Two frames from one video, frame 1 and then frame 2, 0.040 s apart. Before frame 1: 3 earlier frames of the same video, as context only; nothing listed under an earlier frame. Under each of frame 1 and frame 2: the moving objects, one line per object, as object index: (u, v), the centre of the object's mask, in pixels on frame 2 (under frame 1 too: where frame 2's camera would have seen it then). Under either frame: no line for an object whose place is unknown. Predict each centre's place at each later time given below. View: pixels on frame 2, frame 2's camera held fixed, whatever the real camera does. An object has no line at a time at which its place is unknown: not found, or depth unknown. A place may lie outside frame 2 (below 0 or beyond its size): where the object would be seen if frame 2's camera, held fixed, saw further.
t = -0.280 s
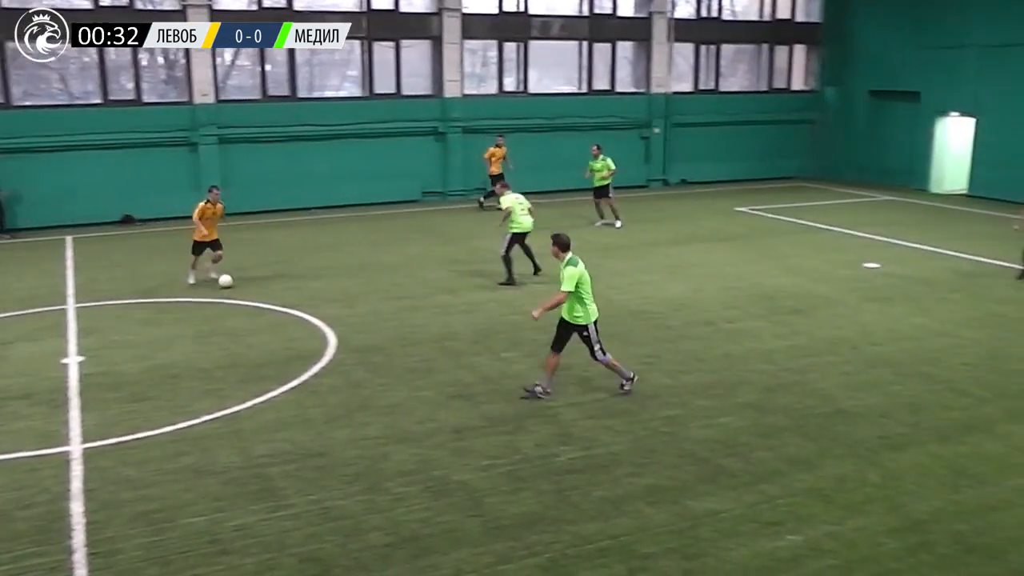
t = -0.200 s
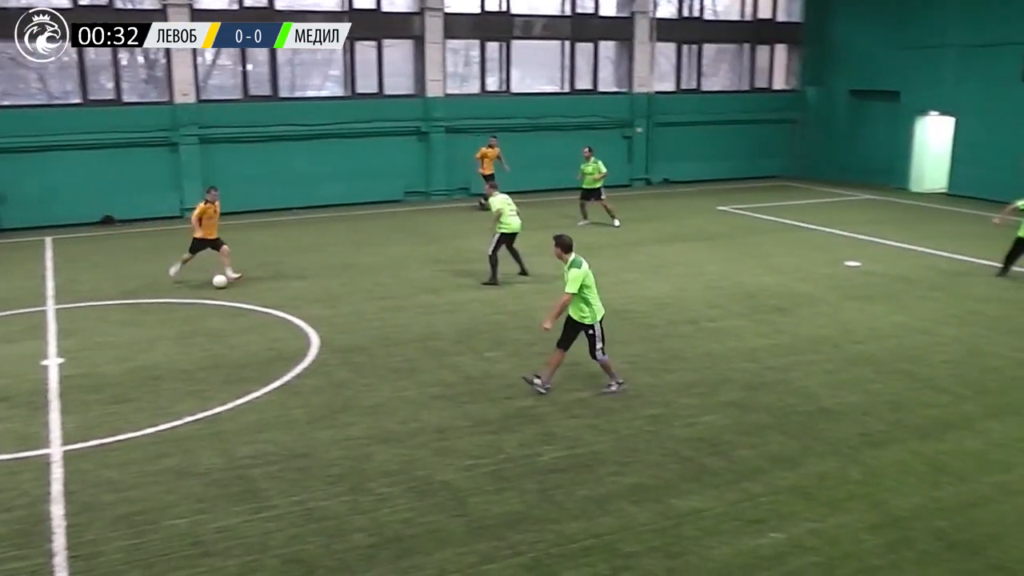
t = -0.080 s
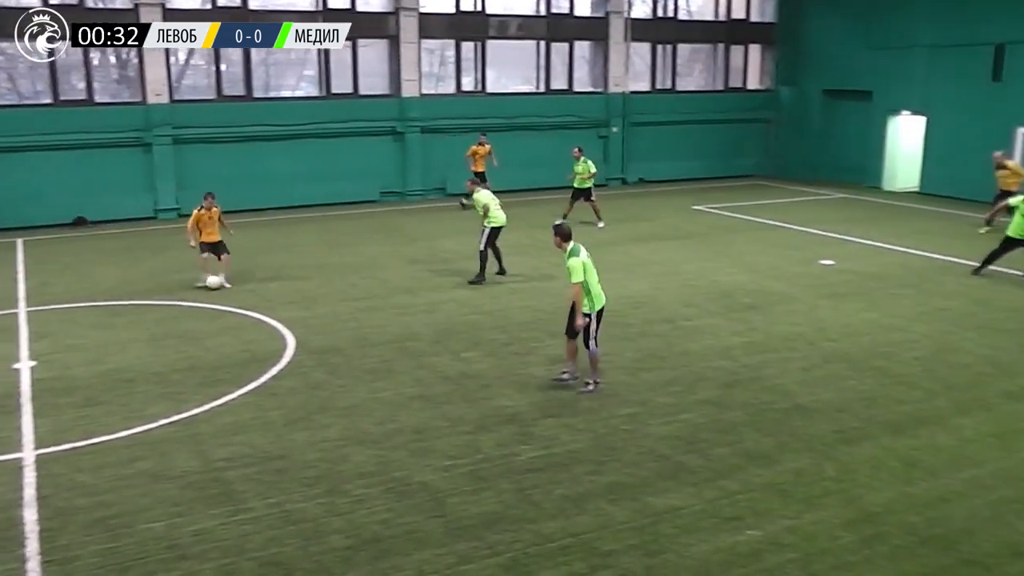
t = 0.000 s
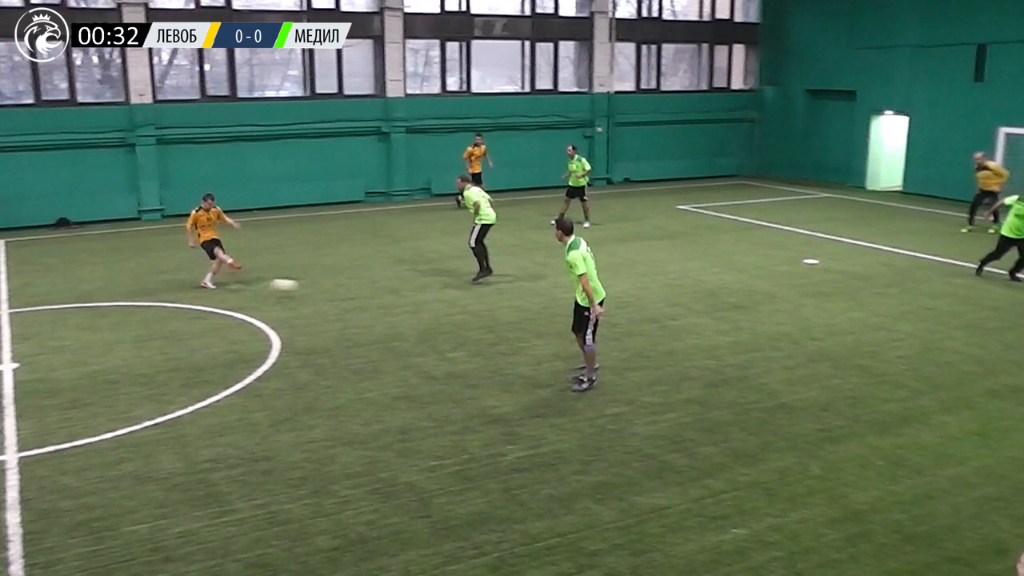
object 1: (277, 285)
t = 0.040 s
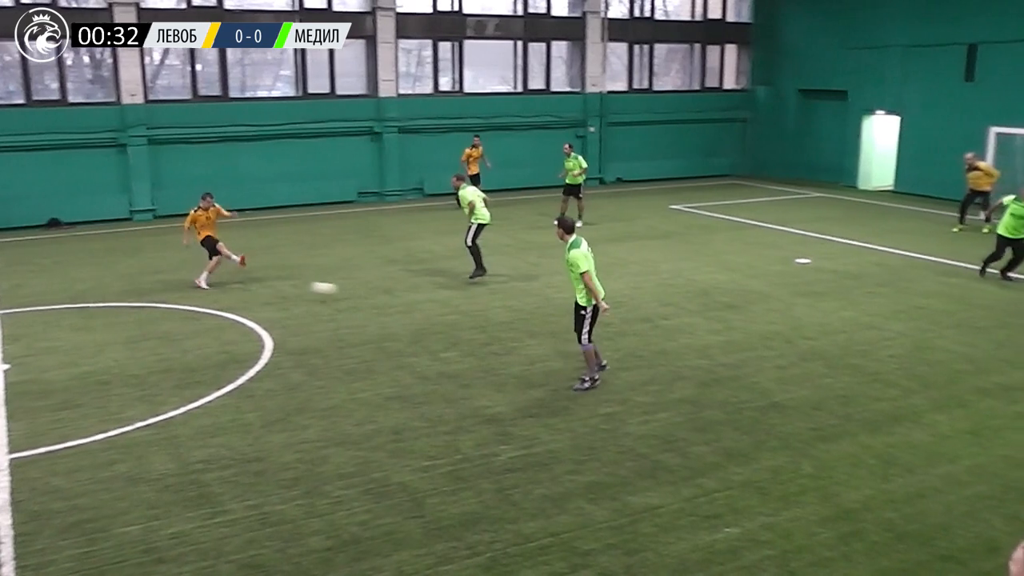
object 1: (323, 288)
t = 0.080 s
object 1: (372, 292)
